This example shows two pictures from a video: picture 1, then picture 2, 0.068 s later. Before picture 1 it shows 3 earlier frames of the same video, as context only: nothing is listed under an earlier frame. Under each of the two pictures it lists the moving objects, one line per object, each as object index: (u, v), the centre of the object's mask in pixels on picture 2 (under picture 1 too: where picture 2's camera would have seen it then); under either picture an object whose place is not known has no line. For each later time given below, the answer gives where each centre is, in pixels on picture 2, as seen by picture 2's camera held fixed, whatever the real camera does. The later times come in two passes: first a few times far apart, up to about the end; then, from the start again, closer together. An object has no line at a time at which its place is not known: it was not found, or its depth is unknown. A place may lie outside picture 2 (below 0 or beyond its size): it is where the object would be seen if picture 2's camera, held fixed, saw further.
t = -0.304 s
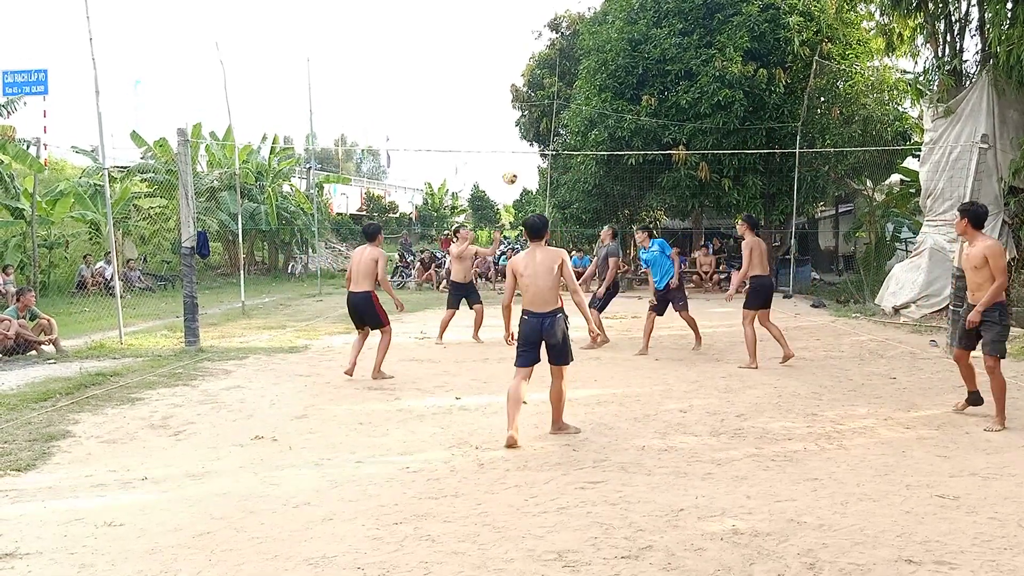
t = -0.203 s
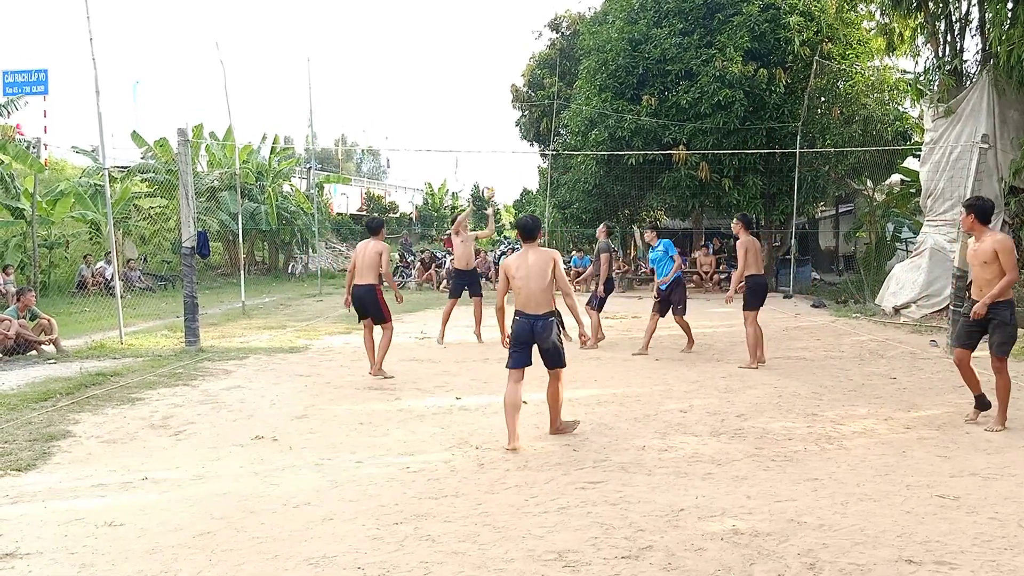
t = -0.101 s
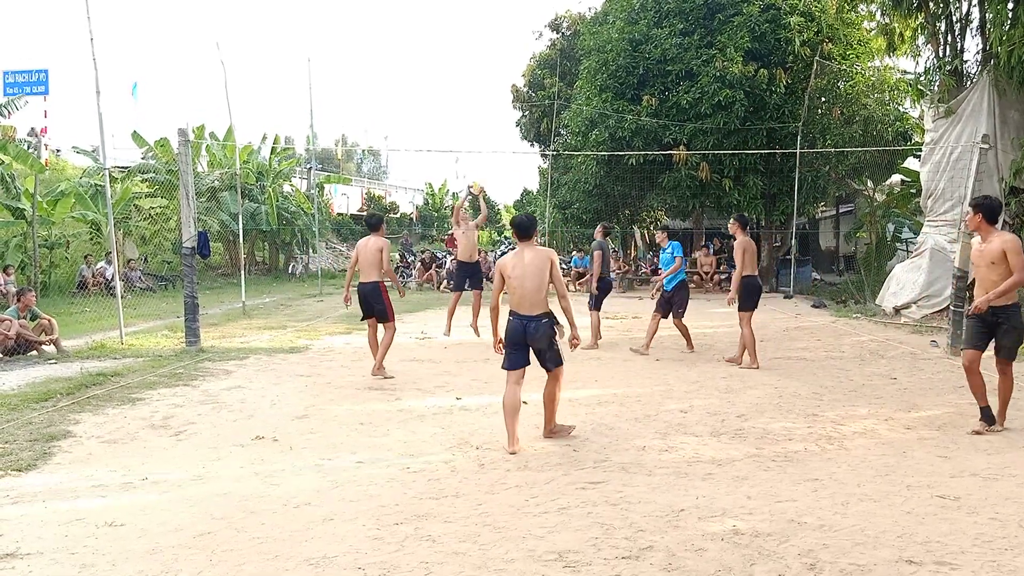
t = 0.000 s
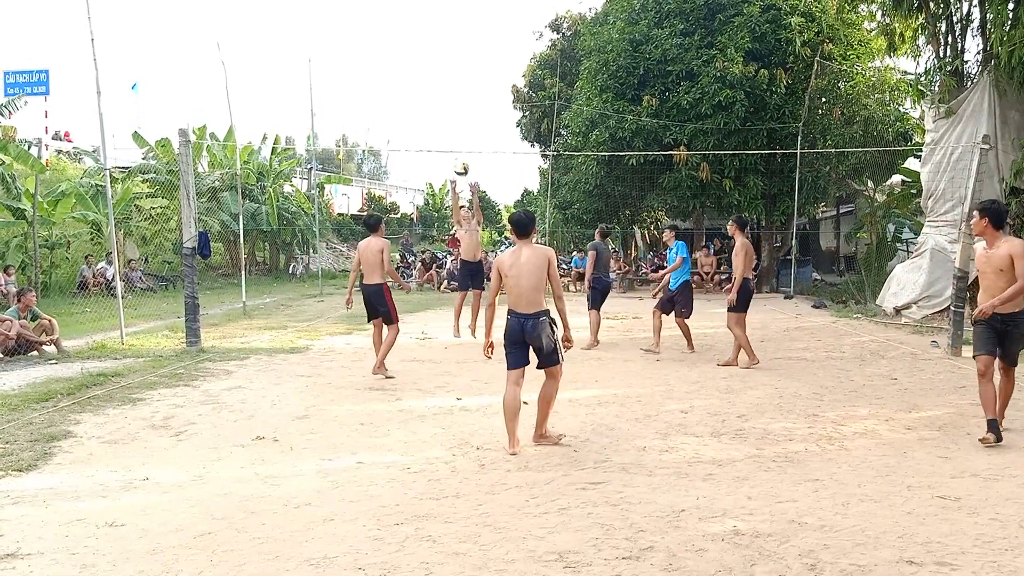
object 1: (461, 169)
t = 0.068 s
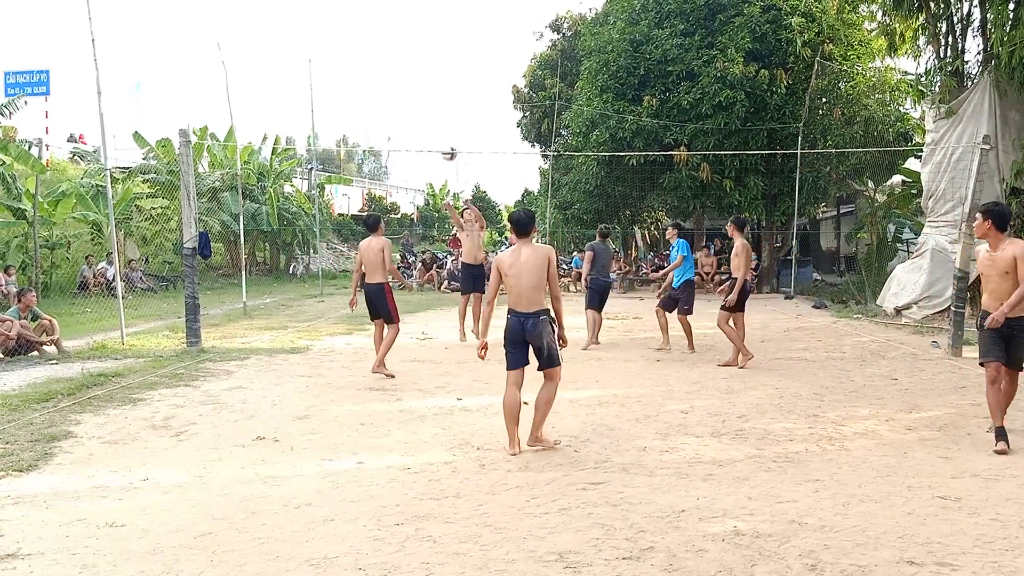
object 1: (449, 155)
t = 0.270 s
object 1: (403, 121)
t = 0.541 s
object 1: (320, 130)
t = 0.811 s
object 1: (191, 246)
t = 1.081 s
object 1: (10, 463)
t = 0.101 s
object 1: (442, 146)
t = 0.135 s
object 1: (435, 140)
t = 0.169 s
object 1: (428, 134)
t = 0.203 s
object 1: (420, 129)
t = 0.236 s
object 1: (412, 125)
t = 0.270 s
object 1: (403, 121)
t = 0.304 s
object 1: (394, 119)
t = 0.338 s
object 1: (386, 118)
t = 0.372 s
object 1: (375, 116)
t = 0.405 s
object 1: (365, 116)
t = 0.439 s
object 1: (354, 117)
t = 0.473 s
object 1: (344, 120)
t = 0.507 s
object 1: (332, 125)
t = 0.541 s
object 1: (320, 130)
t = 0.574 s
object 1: (308, 138)
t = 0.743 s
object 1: (230, 202)
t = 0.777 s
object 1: (211, 223)
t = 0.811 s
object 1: (191, 246)
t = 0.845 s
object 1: (170, 273)
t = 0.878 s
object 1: (146, 304)
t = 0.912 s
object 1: (122, 340)
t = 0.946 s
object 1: (95, 381)
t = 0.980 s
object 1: (68, 427)
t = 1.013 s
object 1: (38, 480)
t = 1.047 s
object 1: (18, 491)
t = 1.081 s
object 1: (10, 463)
